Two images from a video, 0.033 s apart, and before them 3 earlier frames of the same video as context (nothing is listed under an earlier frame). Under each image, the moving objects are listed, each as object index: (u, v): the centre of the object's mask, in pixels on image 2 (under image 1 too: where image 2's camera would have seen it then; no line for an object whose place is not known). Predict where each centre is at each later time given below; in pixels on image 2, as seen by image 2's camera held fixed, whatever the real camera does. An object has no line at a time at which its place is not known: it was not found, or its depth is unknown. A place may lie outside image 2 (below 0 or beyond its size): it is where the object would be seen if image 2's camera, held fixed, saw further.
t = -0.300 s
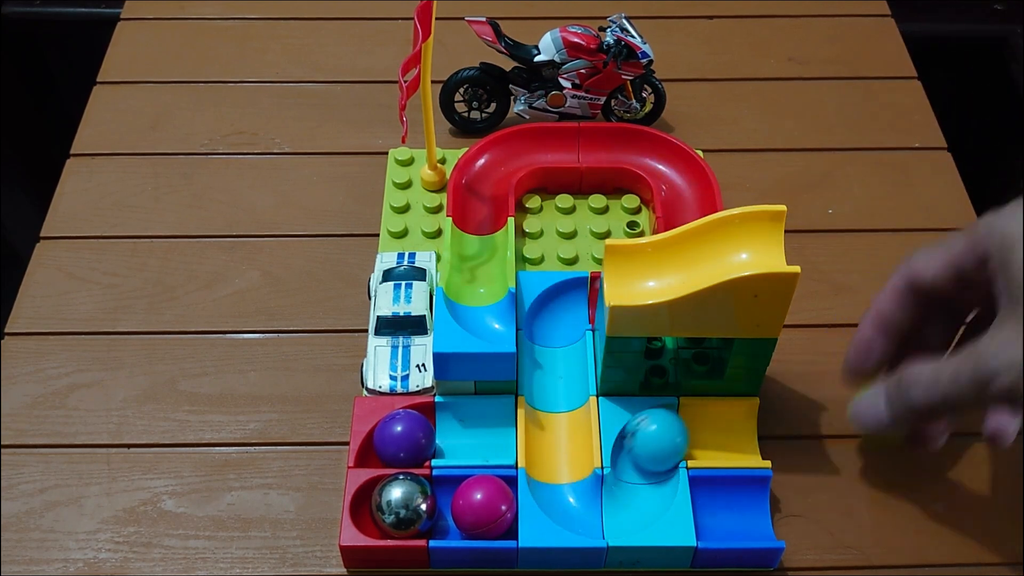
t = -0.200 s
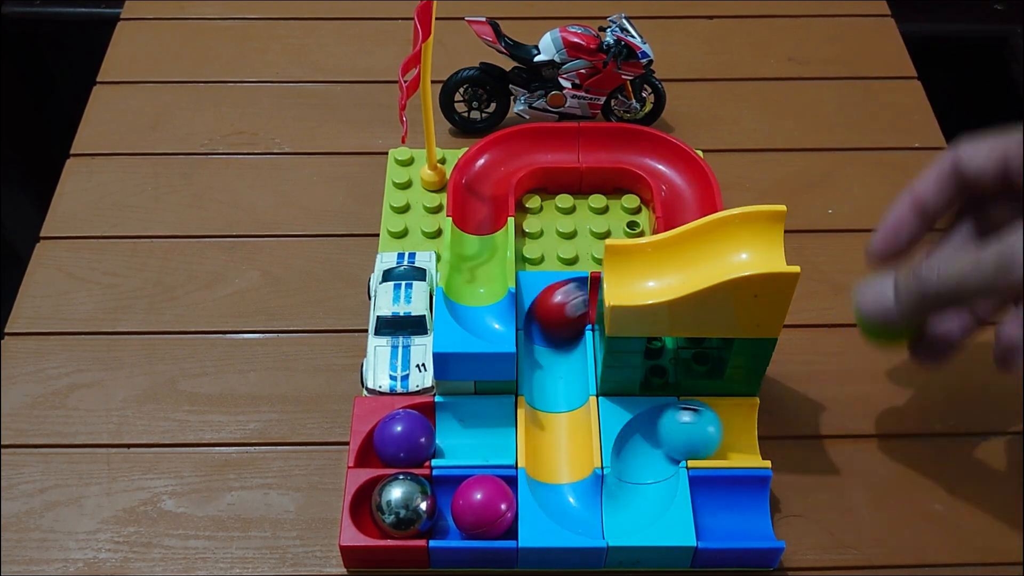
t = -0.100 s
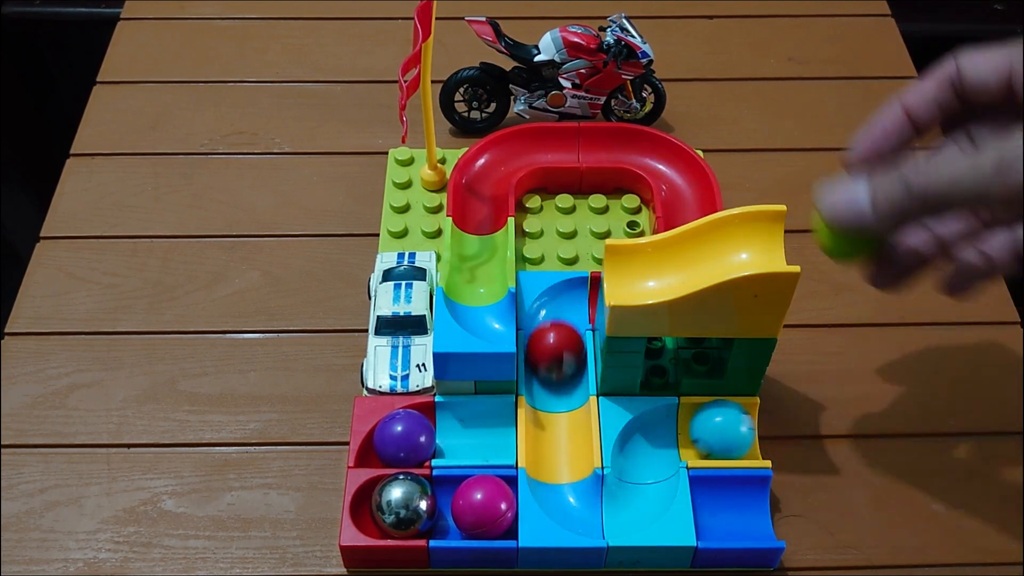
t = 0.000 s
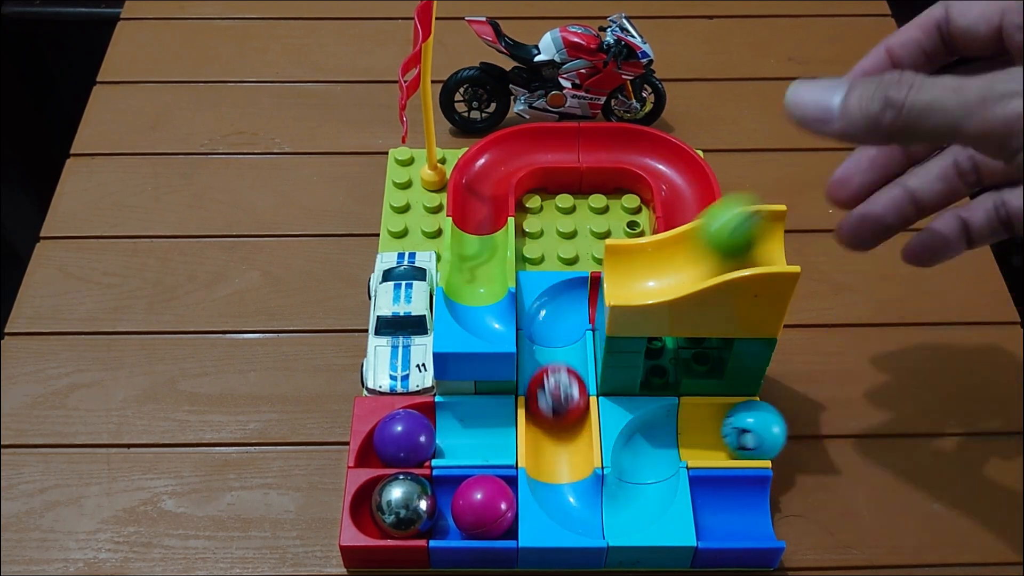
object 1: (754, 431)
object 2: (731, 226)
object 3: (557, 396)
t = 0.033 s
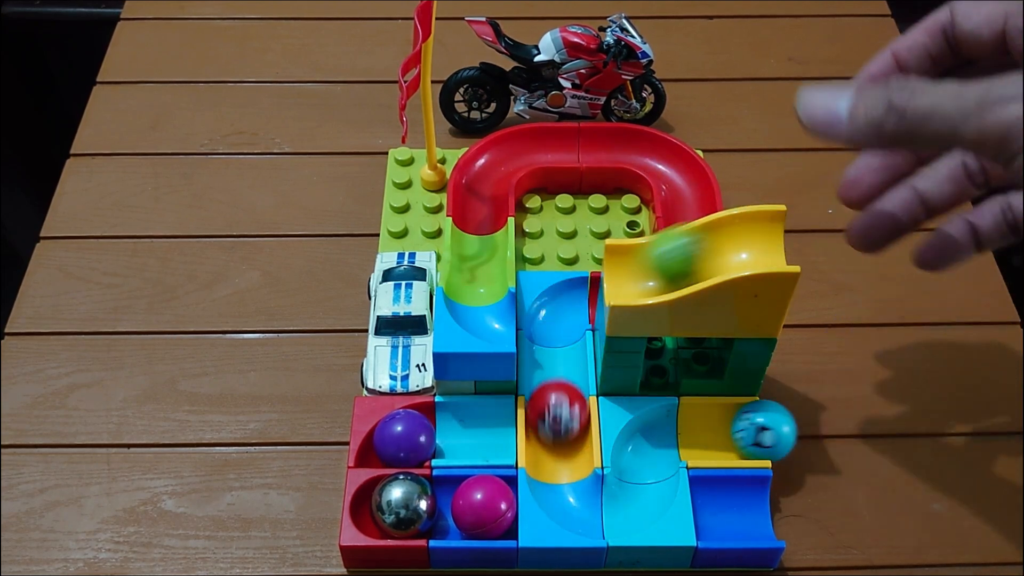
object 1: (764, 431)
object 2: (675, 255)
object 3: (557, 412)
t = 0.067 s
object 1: (775, 432)
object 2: (613, 267)
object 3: (558, 428)
